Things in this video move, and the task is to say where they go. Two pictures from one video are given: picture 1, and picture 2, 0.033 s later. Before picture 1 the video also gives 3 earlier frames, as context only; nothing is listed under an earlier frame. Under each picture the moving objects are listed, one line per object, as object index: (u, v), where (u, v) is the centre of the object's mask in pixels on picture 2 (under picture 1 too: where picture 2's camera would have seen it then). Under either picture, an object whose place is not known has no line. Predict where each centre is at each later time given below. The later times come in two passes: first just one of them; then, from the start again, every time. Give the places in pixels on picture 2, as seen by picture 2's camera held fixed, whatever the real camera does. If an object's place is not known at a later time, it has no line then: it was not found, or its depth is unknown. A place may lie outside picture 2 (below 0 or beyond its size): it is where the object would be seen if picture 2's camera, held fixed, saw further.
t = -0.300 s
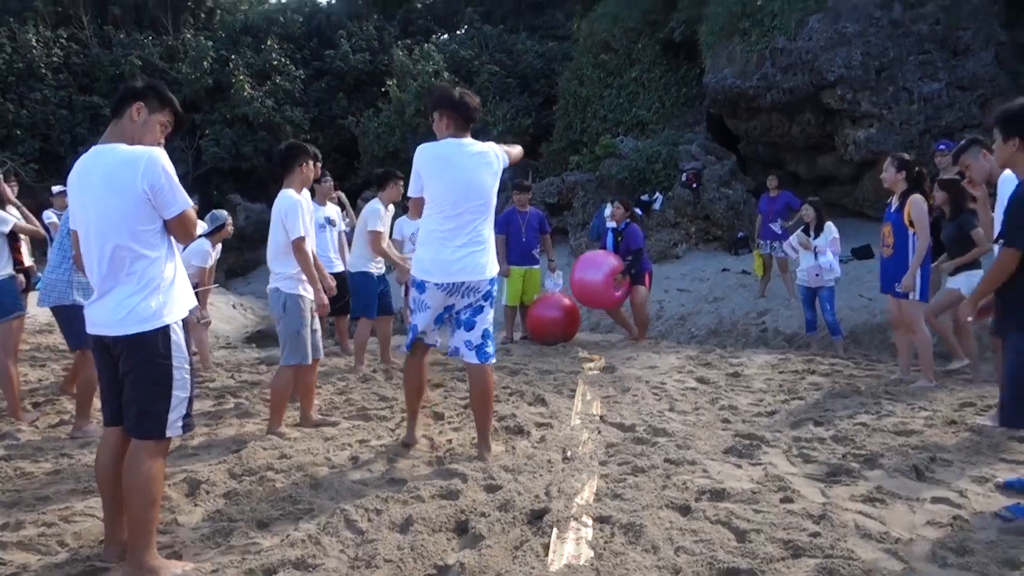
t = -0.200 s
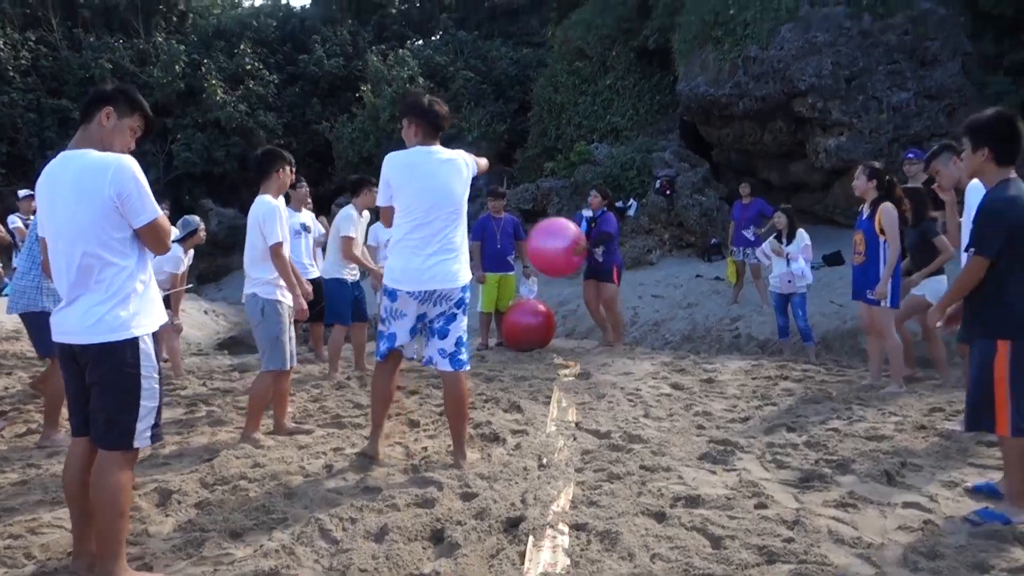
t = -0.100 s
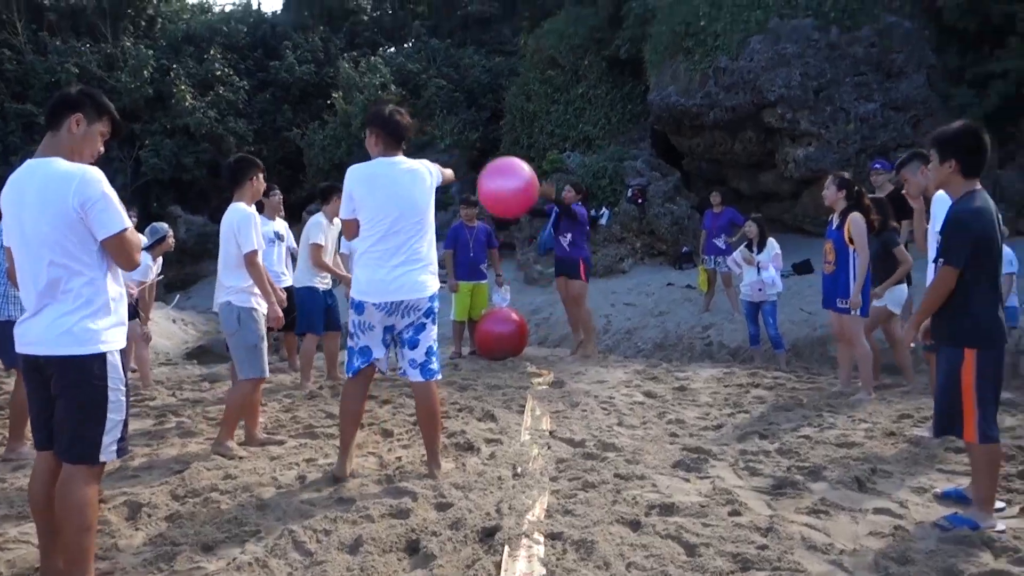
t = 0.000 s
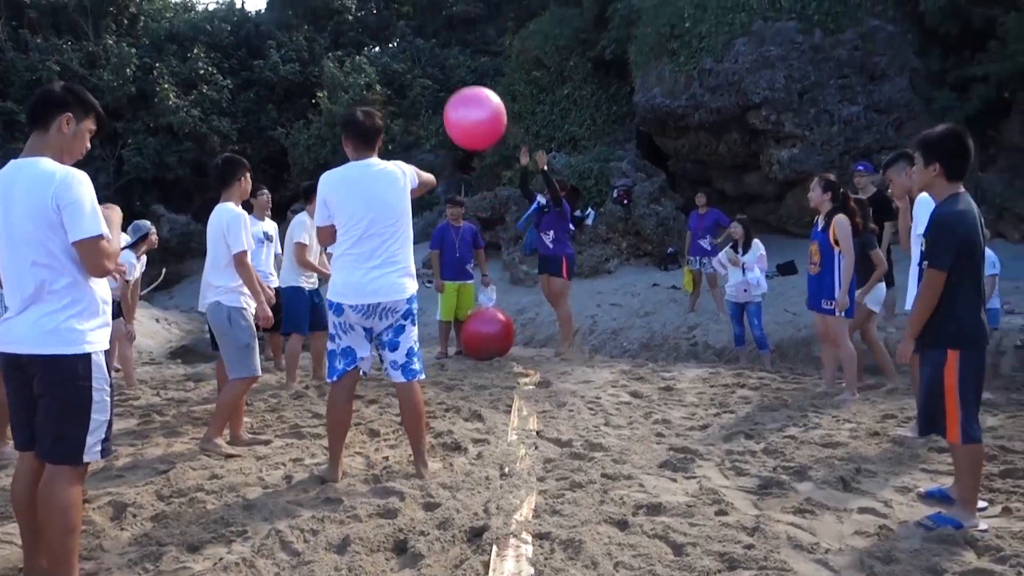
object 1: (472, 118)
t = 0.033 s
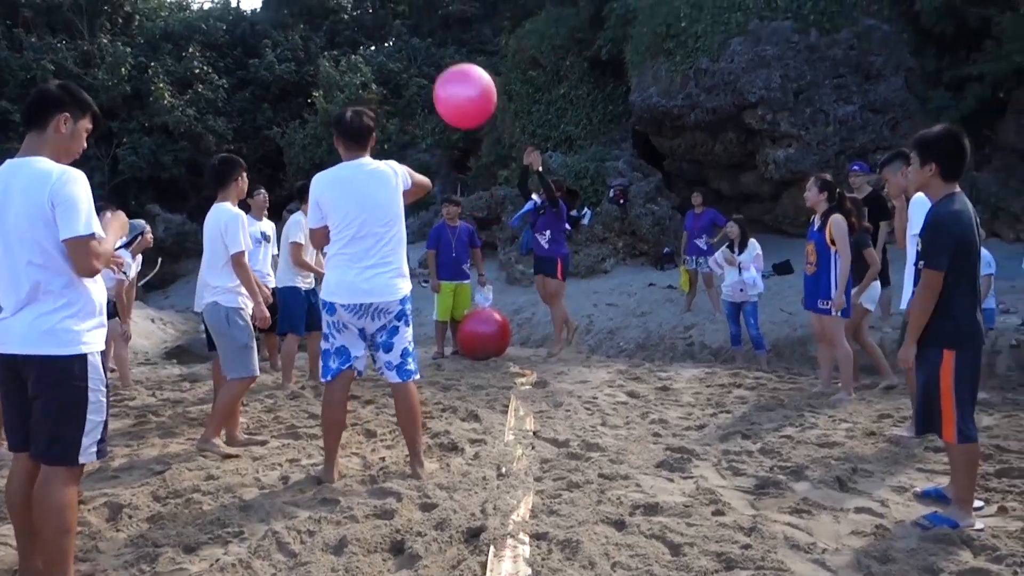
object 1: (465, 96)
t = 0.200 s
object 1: (430, 4)
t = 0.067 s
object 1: (458, 75)
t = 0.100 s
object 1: (451, 54)
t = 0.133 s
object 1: (444, 34)
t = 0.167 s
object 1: (437, 18)
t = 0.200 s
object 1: (430, 4)
